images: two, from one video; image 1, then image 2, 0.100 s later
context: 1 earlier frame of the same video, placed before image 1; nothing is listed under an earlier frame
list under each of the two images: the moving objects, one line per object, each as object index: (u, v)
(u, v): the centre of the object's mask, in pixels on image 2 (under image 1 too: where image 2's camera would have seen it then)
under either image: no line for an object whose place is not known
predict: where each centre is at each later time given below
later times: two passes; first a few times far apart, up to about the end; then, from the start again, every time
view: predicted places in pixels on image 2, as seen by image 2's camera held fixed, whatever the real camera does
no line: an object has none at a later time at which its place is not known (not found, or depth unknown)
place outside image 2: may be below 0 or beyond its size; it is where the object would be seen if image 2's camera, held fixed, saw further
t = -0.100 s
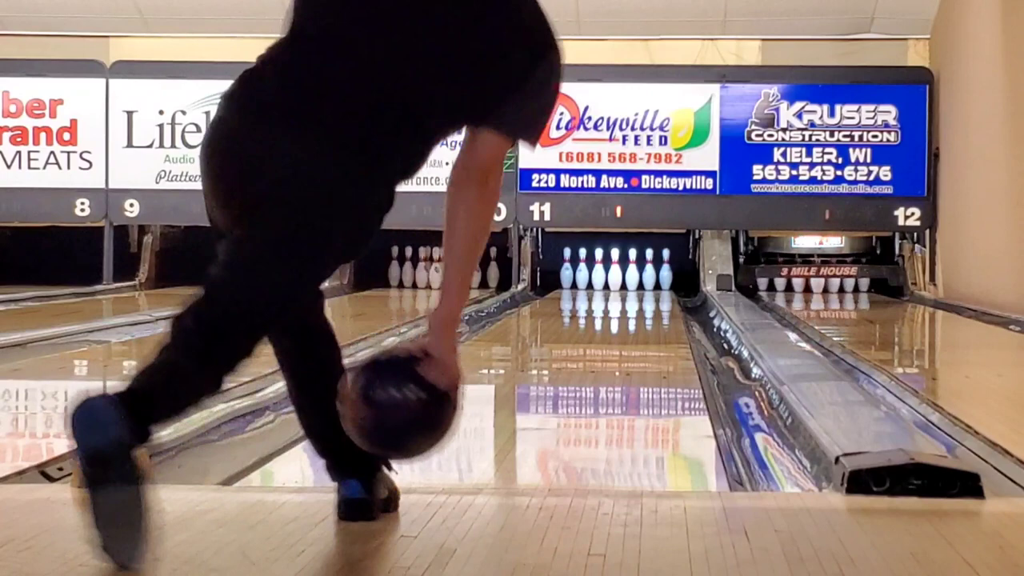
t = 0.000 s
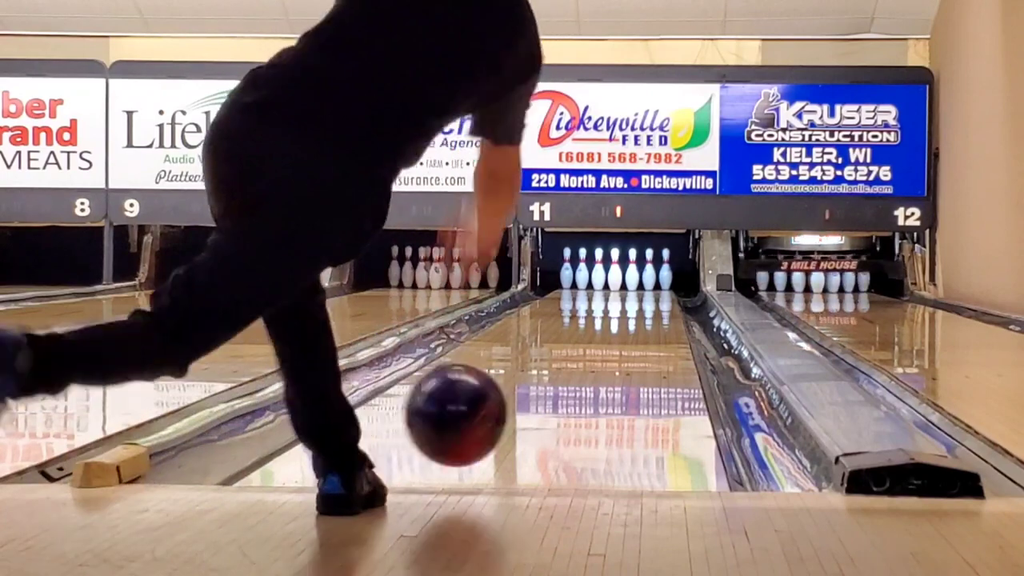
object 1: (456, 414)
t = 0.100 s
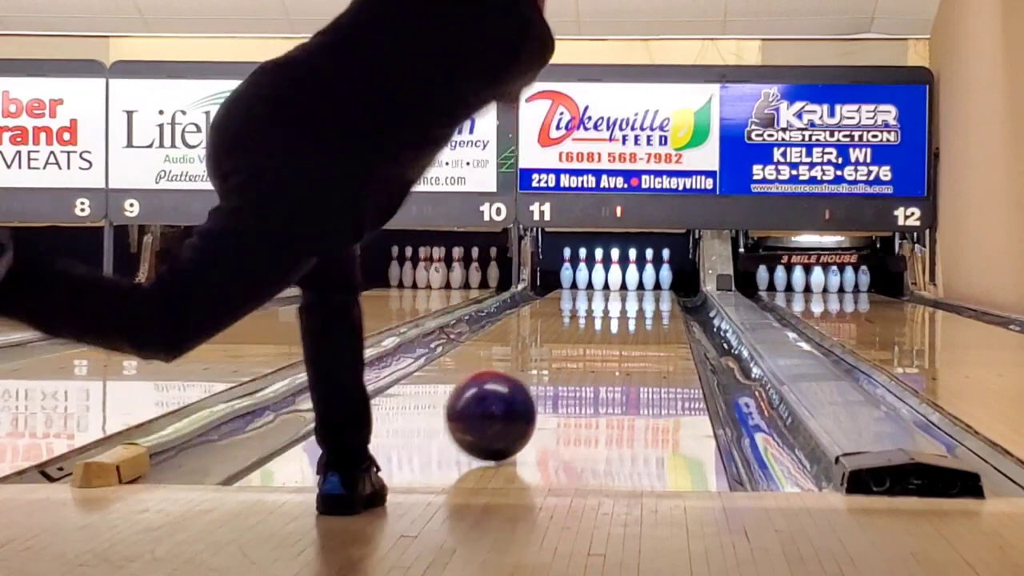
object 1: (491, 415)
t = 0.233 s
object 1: (526, 393)
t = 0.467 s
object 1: (568, 362)
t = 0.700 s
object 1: (595, 339)
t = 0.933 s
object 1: (614, 325)
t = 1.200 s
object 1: (629, 312)
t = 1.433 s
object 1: (638, 303)
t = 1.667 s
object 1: (644, 296)
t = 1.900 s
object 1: (648, 292)
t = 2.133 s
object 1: (647, 287)
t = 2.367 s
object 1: (642, 284)
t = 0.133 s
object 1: (500, 410)
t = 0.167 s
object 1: (509, 404)
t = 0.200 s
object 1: (518, 398)
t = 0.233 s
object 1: (526, 393)
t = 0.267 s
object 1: (533, 388)
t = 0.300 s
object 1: (540, 383)
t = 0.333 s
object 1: (546, 378)
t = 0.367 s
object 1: (552, 373)
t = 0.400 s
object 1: (558, 369)
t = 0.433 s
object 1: (563, 365)
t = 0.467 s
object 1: (568, 362)
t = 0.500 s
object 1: (572, 358)
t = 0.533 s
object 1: (577, 354)
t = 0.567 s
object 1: (581, 350)
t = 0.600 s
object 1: (584, 347)
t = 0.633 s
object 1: (588, 345)
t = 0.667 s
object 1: (592, 342)
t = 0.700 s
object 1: (595, 339)
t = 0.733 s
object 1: (598, 337)
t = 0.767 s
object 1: (601, 335)
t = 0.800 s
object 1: (604, 333)
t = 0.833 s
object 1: (607, 331)
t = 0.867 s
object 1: (609, 329)
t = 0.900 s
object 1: (612, 327)
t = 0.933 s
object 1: (614, 325)
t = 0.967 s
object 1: (616, 323)
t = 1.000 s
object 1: (618, 321)
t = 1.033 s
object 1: (620, 319)
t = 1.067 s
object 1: (623, 318)
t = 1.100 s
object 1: (624, 316)
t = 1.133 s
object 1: (626, 315)
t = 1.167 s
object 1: (627, 313)
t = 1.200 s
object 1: (629, 312)
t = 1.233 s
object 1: (631, 310)
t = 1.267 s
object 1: (632, 309)
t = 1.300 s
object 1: (634, 308)
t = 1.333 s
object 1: (635, 306)
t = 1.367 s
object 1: (636, 305)
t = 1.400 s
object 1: (637, 304)
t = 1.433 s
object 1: (638, 303)
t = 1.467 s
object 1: (639, 302)
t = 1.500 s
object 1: (640, 301)
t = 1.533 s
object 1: (641, 300)
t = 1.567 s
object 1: (641, 299)
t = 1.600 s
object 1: (643, 298)
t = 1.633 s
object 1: (643, 297)
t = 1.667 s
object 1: (644, 296)
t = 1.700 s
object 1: (645, 296)
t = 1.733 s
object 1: (645, 295)
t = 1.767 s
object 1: (646, 294)
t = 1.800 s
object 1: (647, 294)
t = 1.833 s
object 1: (647, 293)
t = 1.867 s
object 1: (647, 292)
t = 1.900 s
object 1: (648, 292)
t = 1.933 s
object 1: (648, 291)
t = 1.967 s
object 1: (648, 290)
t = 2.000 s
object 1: (648, 290)
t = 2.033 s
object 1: (648, 289)
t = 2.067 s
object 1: (648, 289)
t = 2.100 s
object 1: (648, 288)
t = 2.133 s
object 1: (647, 287)
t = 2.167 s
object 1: (647, 288)
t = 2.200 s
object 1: (647, 286)
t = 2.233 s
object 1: (646, 286)
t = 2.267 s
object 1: (645, 286)
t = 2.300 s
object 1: (644, 285)
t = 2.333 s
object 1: (643, 285)
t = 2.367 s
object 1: (642, 284)
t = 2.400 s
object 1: (641, 283)
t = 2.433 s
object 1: (640, 283)
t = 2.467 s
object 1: (639, 283)
